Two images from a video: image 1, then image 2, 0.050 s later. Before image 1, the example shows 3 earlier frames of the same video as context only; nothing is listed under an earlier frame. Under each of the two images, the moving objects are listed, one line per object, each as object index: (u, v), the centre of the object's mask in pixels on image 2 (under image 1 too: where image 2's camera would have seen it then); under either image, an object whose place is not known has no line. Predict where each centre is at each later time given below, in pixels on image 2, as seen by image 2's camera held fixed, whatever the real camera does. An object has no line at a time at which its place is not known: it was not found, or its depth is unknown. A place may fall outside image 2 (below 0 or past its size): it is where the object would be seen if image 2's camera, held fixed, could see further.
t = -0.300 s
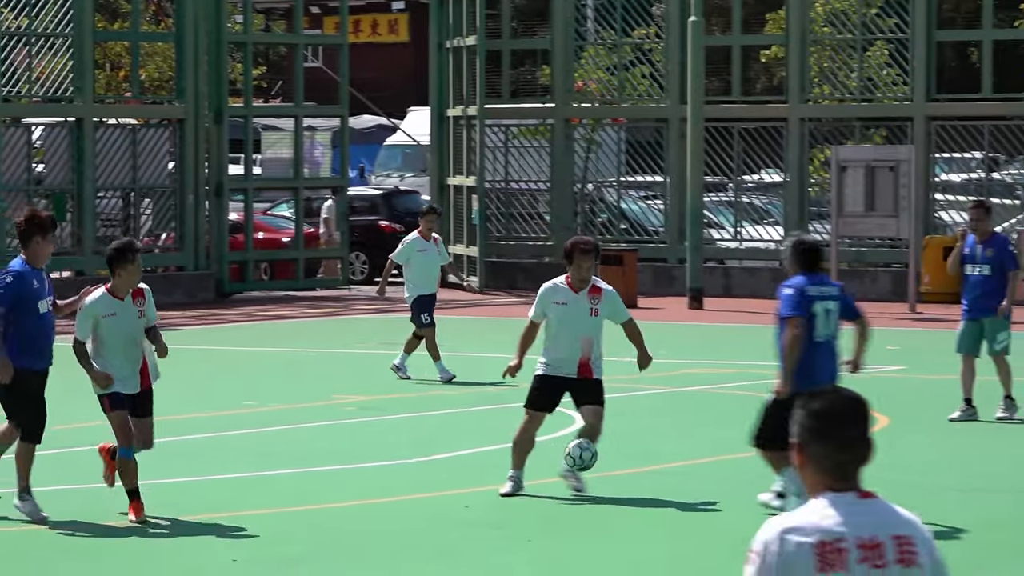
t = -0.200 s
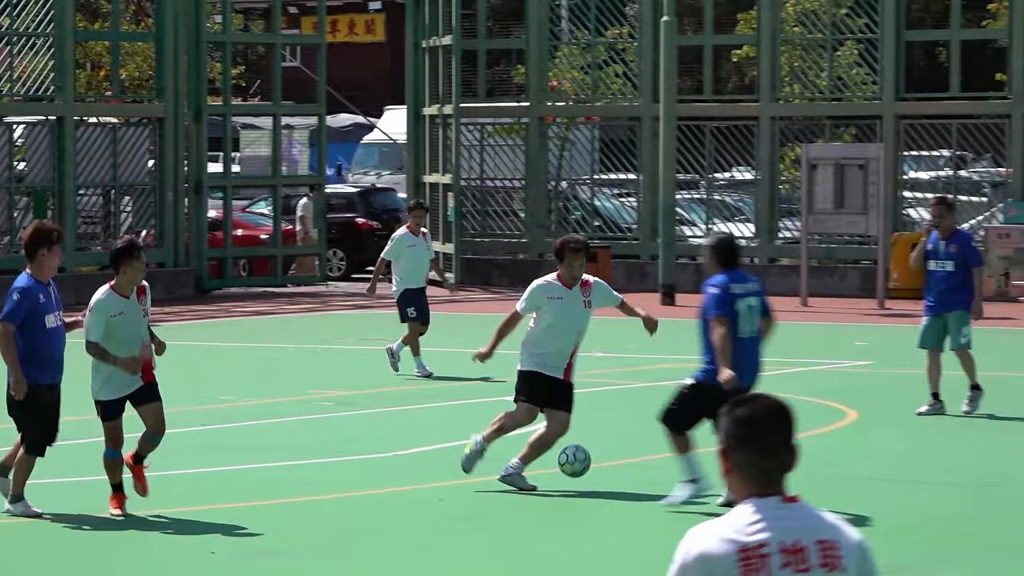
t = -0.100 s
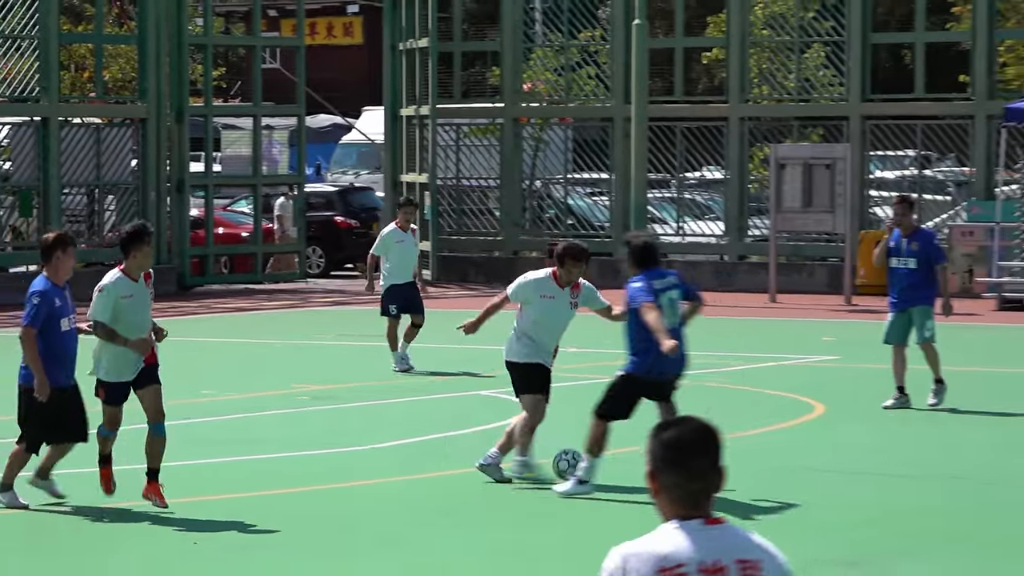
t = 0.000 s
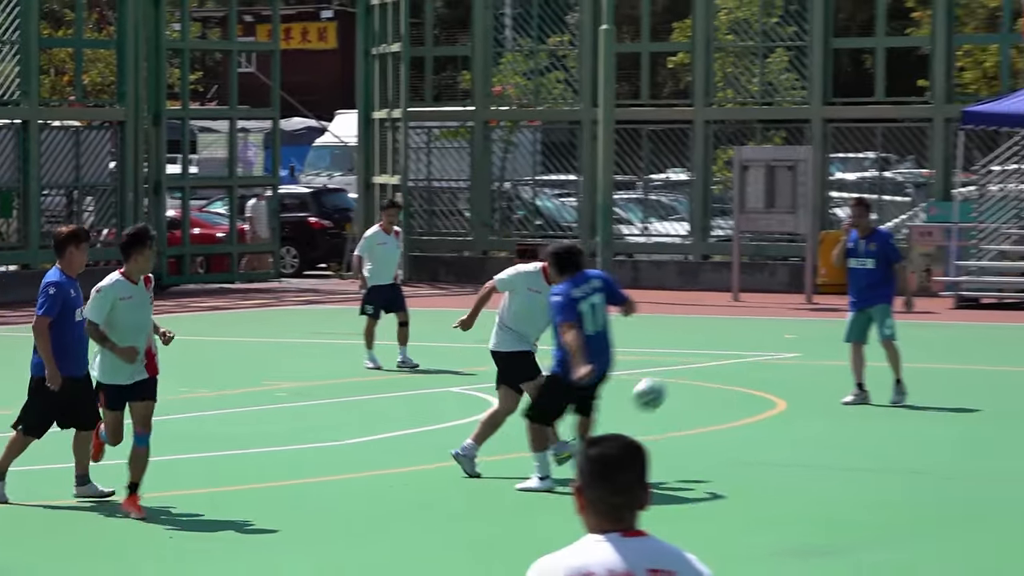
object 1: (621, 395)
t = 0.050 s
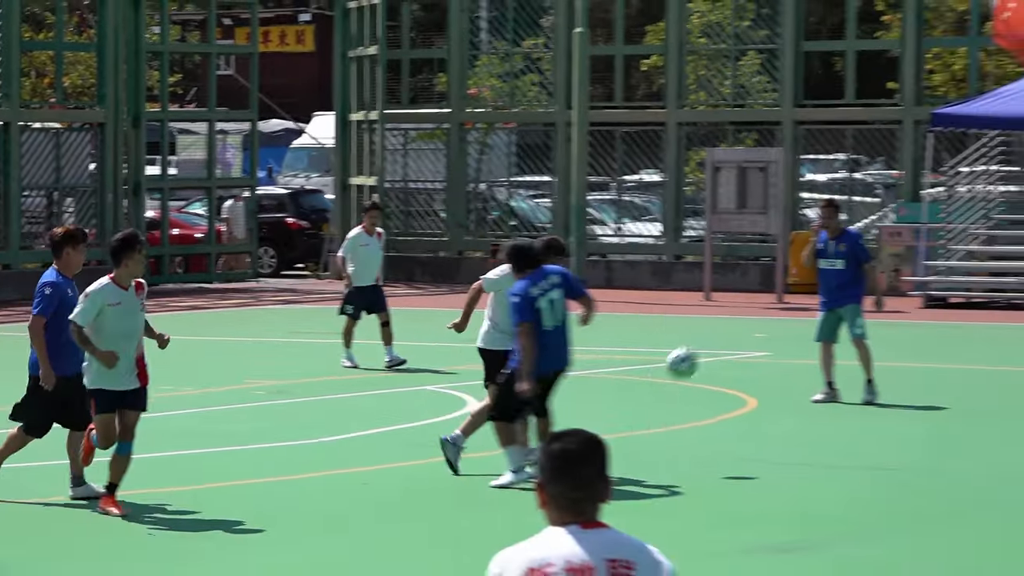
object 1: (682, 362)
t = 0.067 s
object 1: (703, 353)
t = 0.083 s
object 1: (723, 344)
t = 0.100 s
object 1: (743, 335)
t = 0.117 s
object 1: (764, 328)
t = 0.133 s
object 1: (784, 320)
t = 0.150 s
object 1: (804, 312)
